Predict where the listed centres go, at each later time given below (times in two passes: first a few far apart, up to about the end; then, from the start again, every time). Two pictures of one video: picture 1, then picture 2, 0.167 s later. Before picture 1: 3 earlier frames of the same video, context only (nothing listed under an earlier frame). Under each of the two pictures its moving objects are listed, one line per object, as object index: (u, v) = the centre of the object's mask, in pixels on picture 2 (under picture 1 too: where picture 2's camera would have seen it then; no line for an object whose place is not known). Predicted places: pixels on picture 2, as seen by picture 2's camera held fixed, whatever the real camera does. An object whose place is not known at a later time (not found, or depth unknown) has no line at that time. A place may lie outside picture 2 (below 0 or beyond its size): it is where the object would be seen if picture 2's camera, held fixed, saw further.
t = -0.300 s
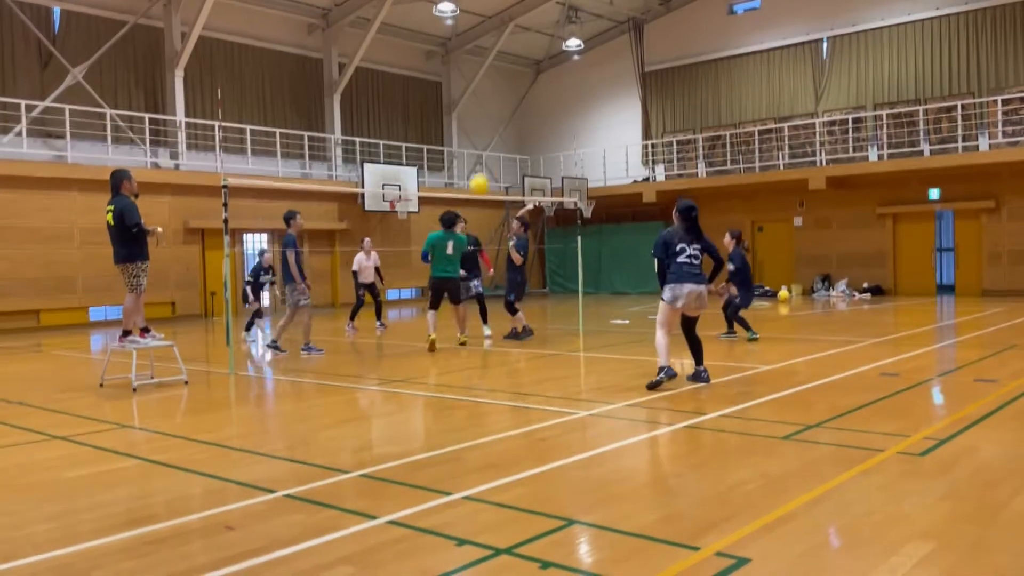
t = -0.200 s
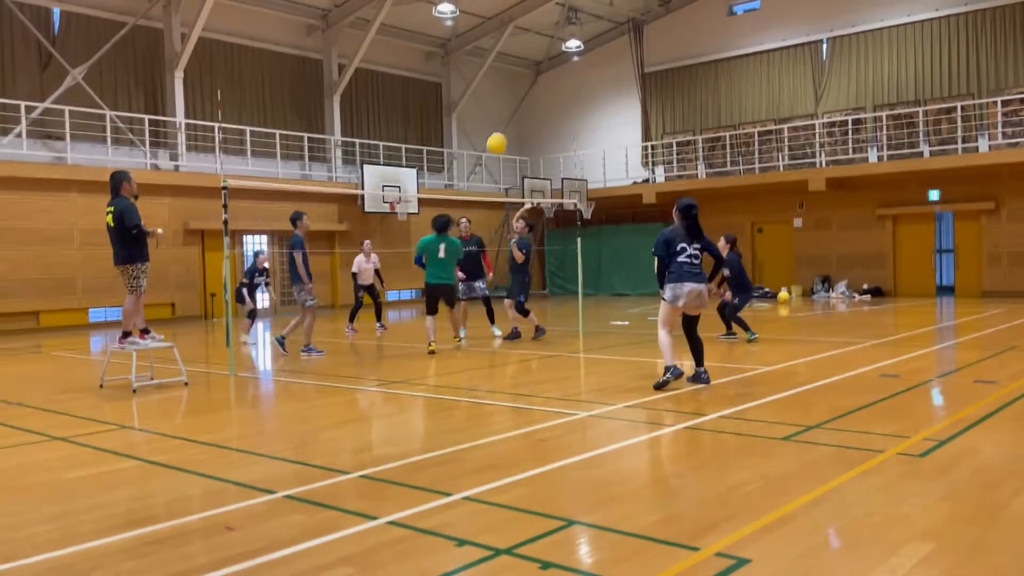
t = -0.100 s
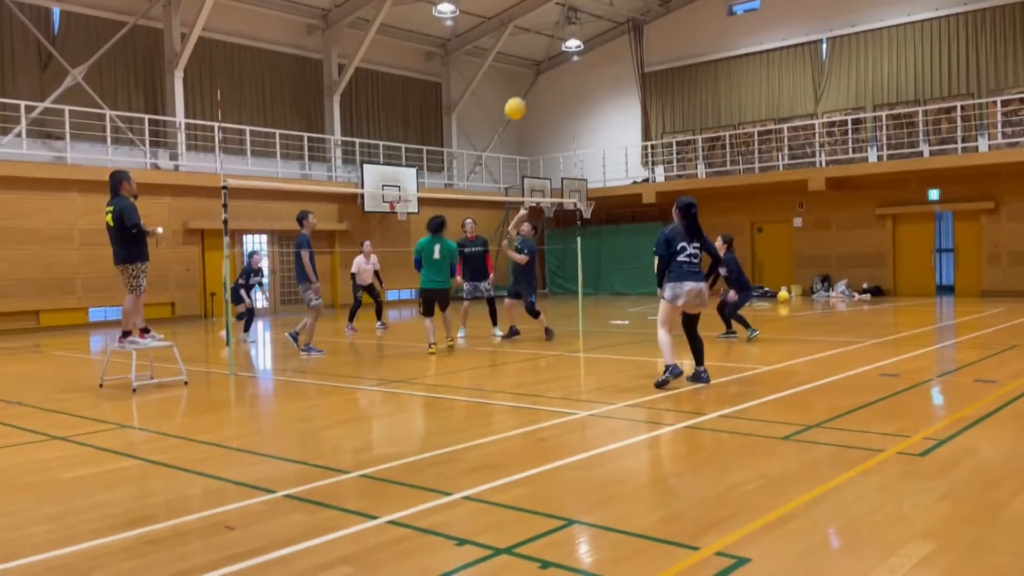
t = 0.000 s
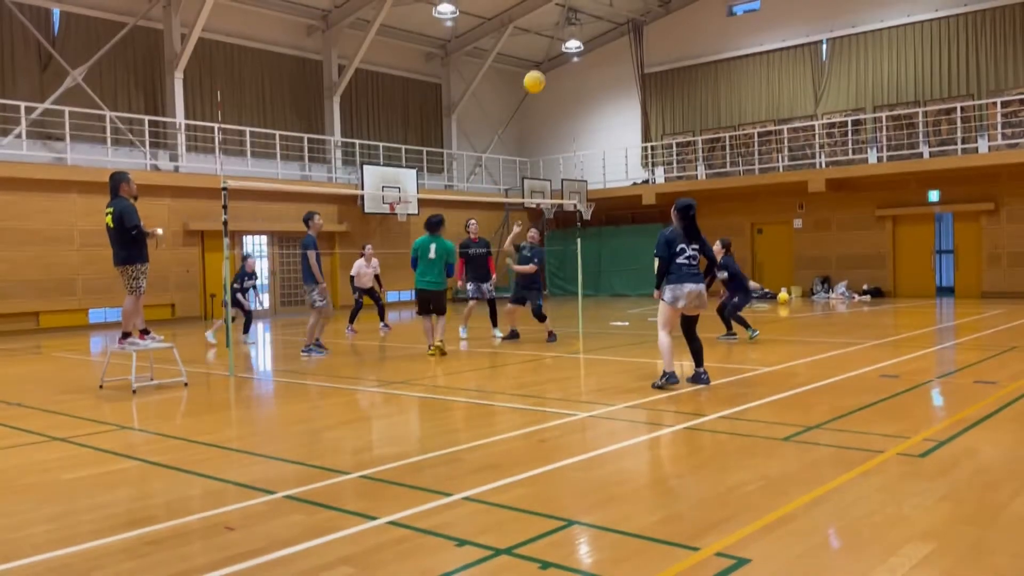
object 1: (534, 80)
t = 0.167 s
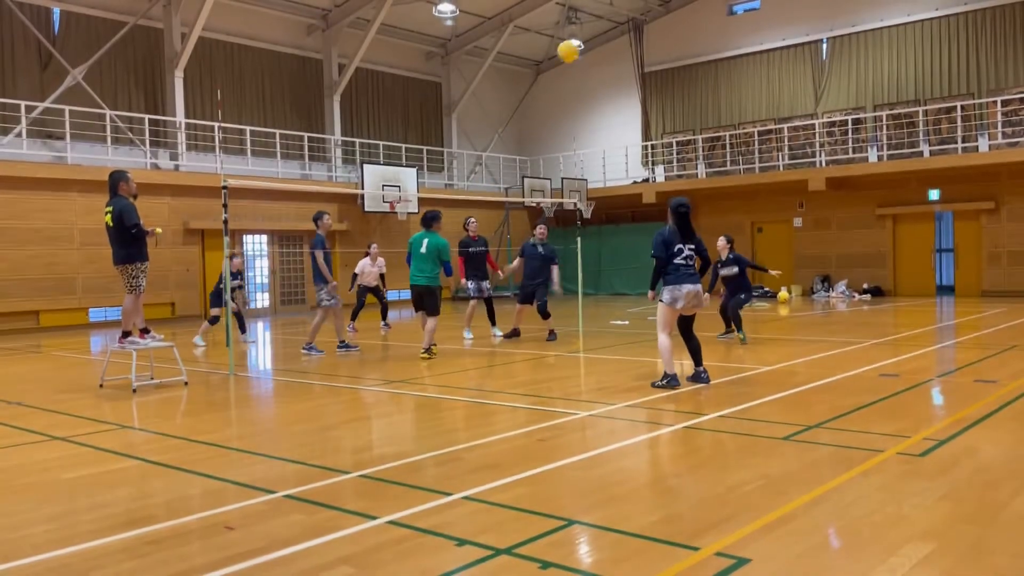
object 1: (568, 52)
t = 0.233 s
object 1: (583, 46)
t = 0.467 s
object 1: (632, 55)
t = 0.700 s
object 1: (685, 109)
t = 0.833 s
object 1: (715, 160)
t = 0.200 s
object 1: (576, 48)
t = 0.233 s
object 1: (583, 46)
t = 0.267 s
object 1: (590, 44)
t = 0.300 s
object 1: (596, 44)
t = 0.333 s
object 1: (603, 44)
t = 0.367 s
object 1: (610, 45)
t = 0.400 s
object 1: (618, 47)
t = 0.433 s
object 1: (625, 50)
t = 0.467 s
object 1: (632, 55)
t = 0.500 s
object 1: (640, 60)
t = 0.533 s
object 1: (648, 66)
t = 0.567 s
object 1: (655, 73)
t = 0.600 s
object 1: (662, 81)
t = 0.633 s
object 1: (670, 89)
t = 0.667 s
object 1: (677, 99)
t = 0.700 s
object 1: (685, 109)
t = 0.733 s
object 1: (692, 120)
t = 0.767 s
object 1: (700, 133)
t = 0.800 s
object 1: (708, 146)
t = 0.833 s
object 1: (715, 160)
